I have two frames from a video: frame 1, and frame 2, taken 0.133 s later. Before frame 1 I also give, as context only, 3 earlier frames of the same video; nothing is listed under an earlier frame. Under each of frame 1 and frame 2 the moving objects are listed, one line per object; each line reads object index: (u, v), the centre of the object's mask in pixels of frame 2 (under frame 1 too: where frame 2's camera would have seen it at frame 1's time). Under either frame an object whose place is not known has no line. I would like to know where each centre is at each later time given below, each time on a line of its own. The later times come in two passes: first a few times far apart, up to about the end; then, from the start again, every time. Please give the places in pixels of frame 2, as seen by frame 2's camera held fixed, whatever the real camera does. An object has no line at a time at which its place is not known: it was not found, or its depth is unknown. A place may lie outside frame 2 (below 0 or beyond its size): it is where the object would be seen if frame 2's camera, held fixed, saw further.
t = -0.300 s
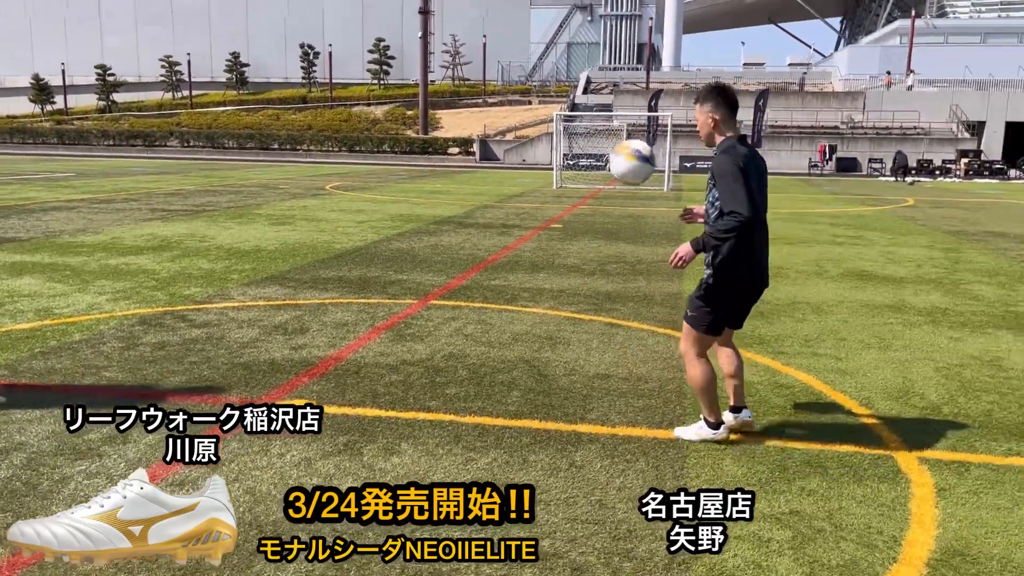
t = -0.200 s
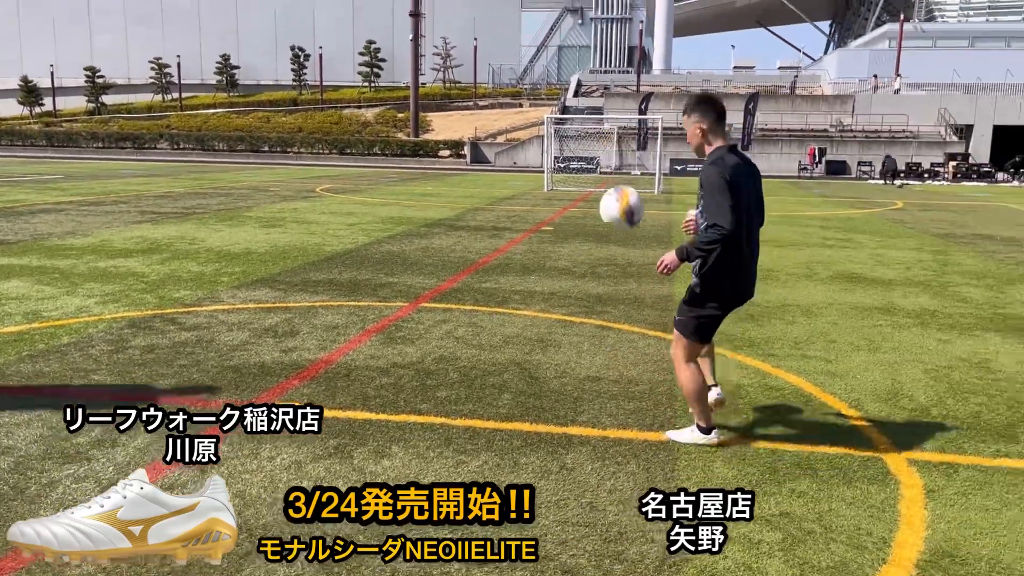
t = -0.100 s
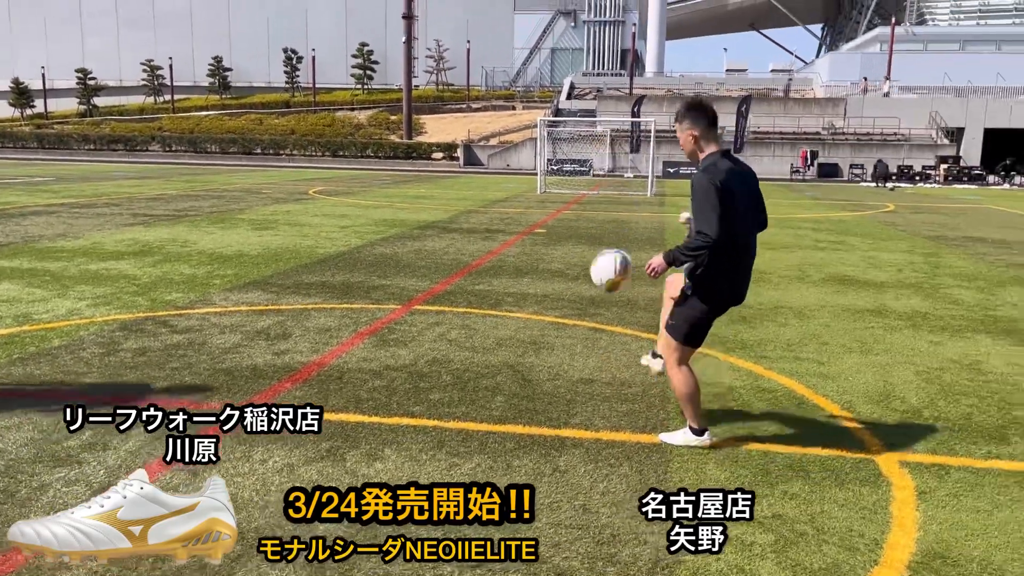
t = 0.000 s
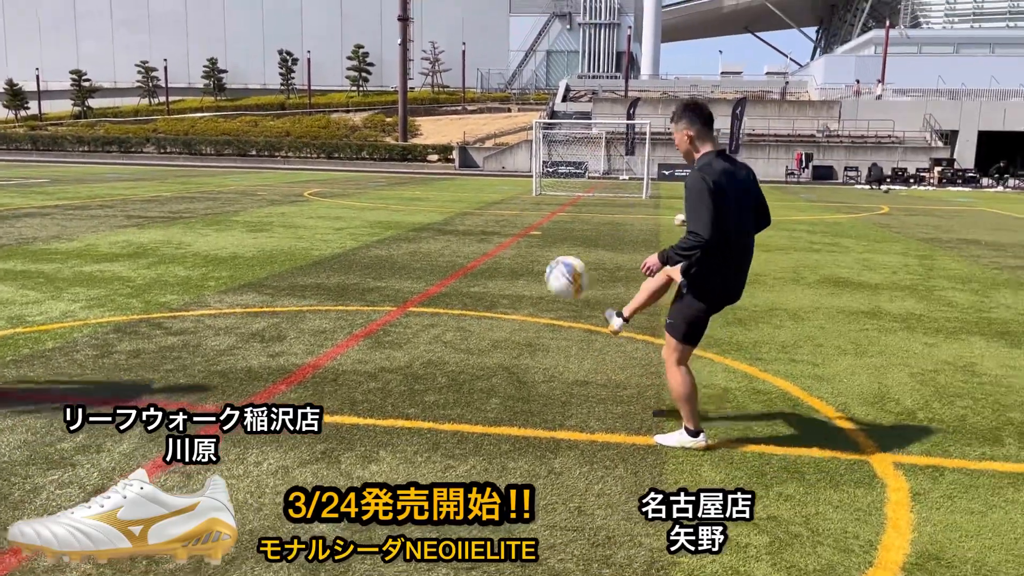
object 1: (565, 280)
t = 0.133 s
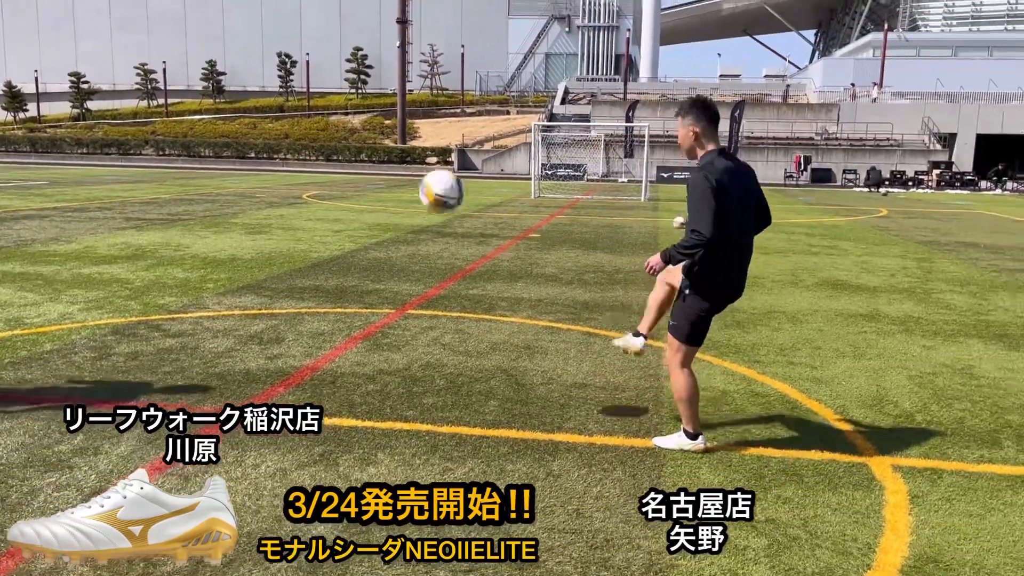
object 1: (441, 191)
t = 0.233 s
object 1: (345, 147)
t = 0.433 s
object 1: (154, 121)
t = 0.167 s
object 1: (409, 174)
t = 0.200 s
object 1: (377, 160)
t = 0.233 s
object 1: (345, 147)
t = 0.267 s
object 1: (313, 137)
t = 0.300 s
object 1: (281, 128)
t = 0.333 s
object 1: (249, 124)
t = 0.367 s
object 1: (216, 120)
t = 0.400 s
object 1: (185, 119)
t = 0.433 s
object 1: (154, 121)
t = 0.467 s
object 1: (123, 126)
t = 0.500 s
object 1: (89, 131)
